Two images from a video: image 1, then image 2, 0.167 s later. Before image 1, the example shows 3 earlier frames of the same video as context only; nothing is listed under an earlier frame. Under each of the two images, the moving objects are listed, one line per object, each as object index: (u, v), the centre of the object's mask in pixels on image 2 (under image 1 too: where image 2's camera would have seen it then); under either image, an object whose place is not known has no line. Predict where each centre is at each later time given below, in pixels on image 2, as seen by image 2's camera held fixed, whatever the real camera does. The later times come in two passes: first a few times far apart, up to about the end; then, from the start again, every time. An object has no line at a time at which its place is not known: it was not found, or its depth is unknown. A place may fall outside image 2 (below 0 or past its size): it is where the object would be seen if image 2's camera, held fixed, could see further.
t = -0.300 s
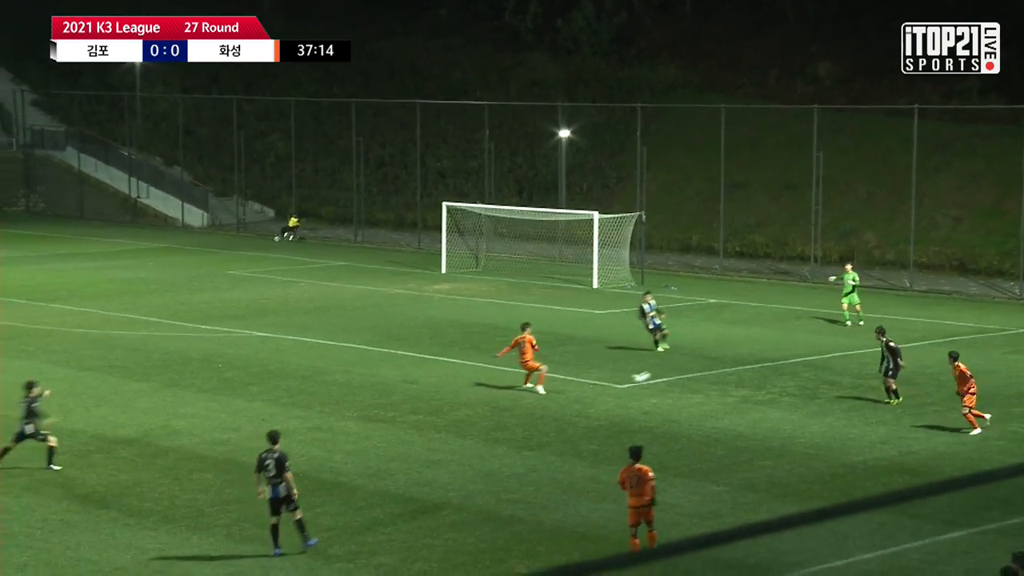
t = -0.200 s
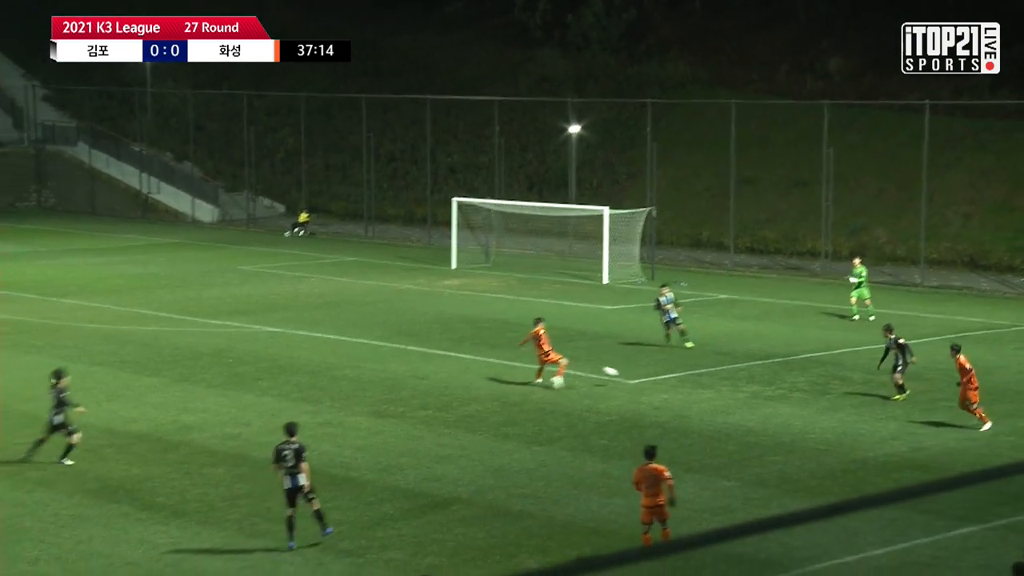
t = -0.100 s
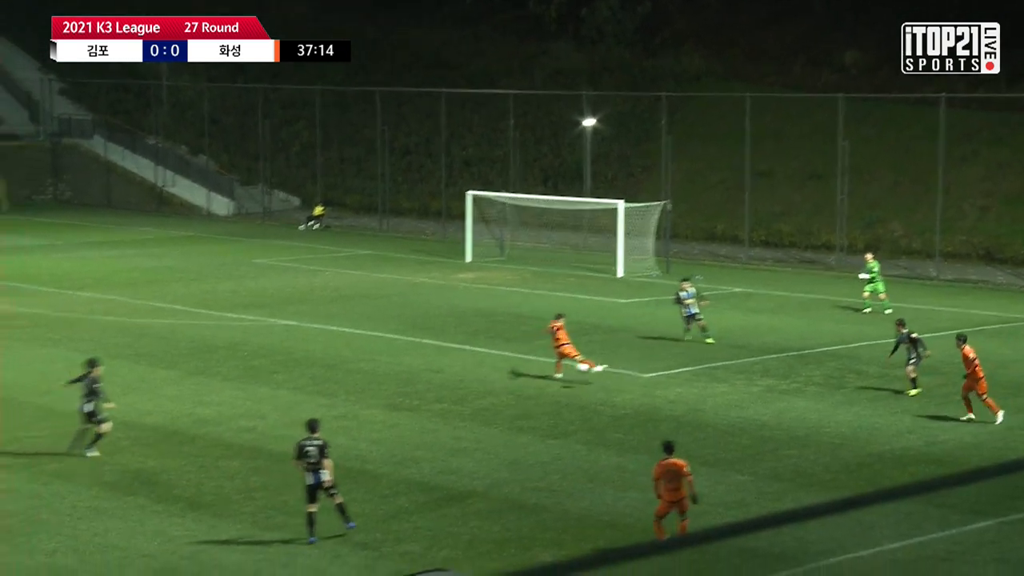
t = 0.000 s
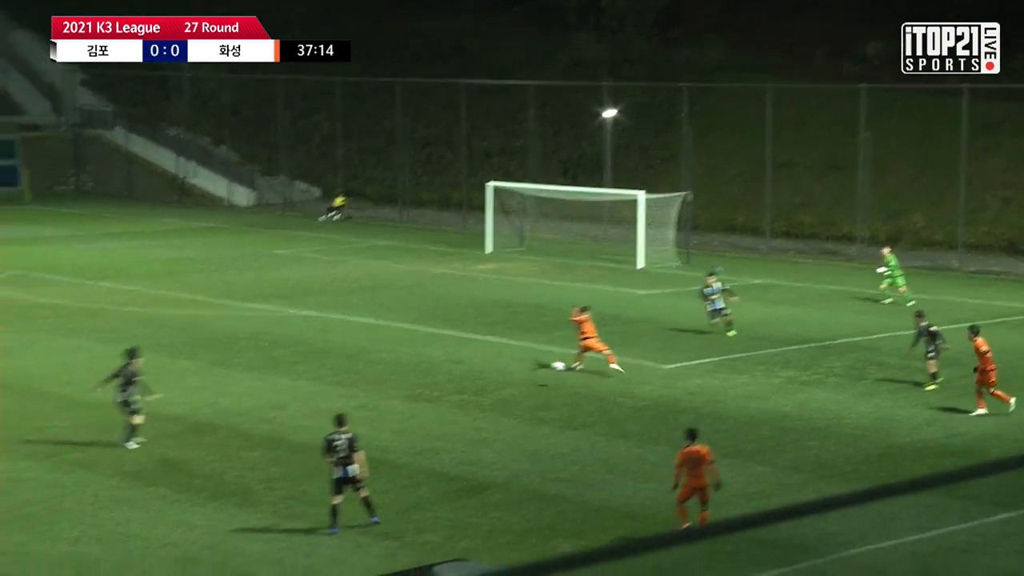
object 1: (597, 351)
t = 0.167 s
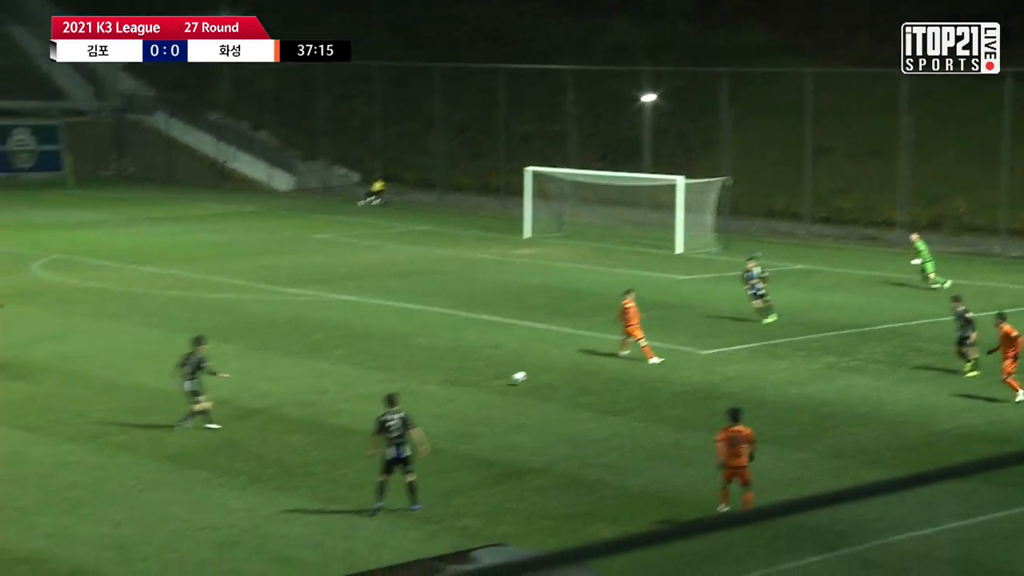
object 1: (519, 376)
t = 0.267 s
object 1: (475, 380)
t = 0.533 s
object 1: (363, 392)
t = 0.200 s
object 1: (503, 382)
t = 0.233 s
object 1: (489, 381)
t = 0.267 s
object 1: (475, 380)
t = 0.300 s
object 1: (462, 379)
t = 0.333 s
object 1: (448, 379)
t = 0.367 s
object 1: (434, 379)
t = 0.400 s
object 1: (420, 381)
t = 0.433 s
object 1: (406, 382)
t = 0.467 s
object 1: (392, 385)
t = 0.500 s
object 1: (377, 389)
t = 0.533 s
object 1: (363, 392)
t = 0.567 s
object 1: (348, 397)
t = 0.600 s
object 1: (333, 402)
